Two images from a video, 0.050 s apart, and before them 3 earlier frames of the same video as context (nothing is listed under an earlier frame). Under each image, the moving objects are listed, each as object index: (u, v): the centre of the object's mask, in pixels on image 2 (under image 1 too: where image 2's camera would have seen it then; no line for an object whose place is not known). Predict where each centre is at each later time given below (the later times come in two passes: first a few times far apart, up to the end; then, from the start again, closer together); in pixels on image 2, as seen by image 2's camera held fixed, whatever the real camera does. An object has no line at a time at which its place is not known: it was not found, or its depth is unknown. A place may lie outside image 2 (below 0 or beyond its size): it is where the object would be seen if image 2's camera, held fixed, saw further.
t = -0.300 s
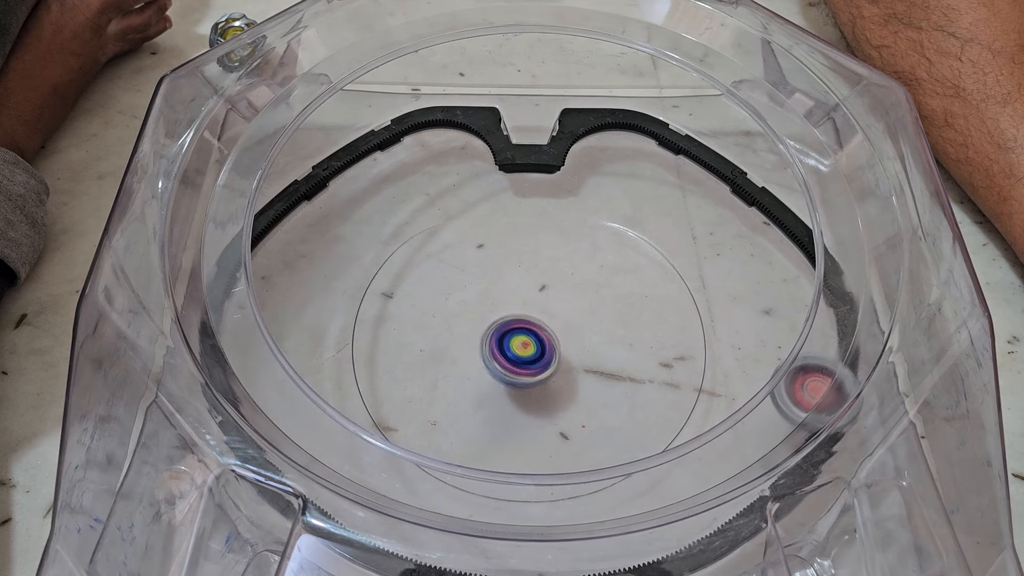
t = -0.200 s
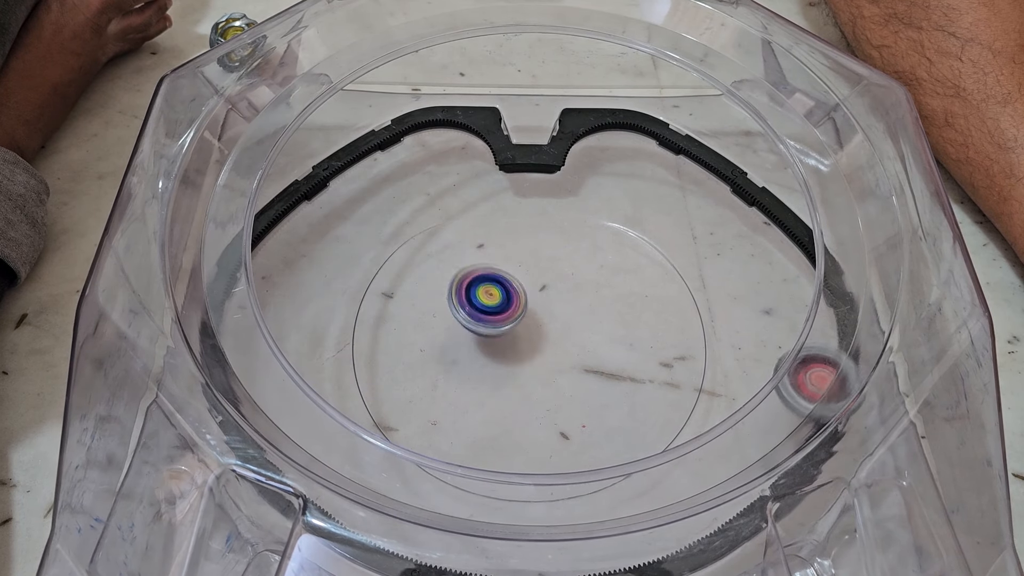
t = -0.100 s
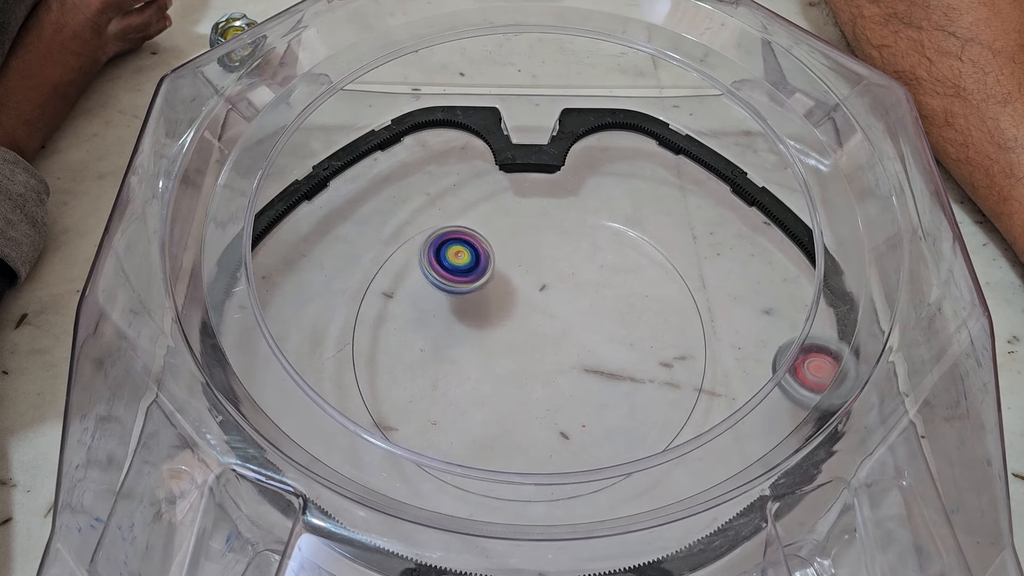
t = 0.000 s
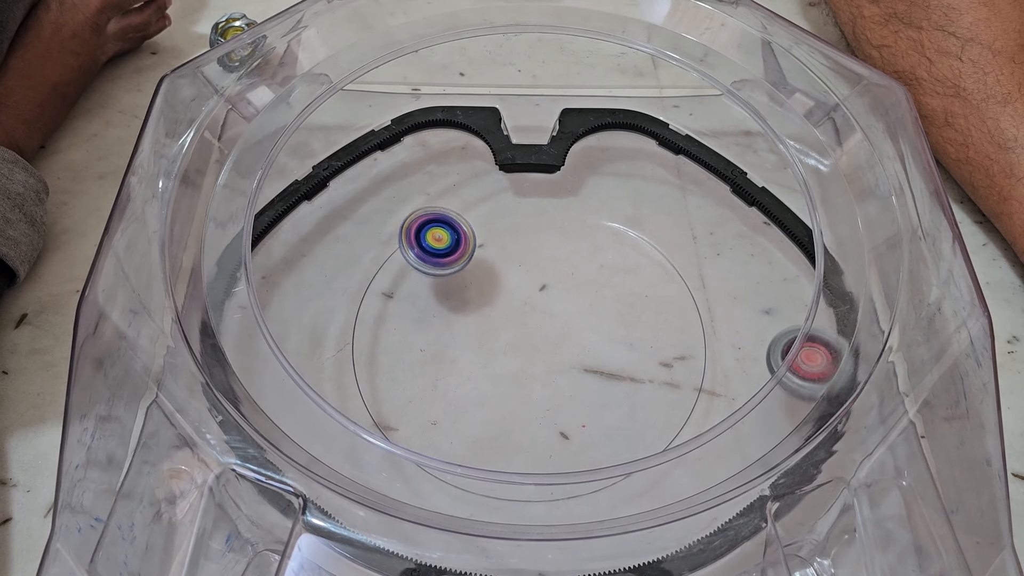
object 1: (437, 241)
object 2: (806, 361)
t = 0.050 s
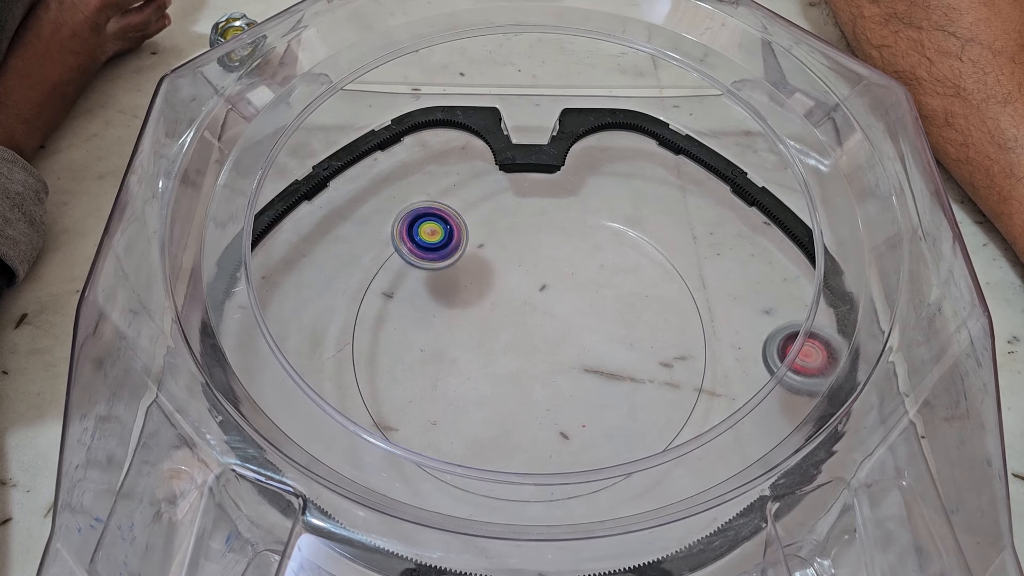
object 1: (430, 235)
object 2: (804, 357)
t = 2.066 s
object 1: (473, 285)
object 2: (483, 377)
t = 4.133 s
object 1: (492, 250)
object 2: (212, 393)
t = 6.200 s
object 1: (323, 321)
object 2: (640, 279)
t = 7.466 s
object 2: (602, 210)
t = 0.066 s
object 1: (427, 234)
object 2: (803, 356)
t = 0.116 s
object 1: (422, 229)
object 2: (798, 352)
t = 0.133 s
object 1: (423, 228)
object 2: (796, 350)
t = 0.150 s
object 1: (422, 228)
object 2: (795, 349)
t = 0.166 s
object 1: (424, 230)
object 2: (792, 348)
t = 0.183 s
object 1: (425, 230)
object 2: (790, 347)
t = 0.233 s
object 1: (432, 238)
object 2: (783, 343)
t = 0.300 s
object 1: (453, 253)
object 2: (774, 337)
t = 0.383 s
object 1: (492, 268)
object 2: (762, 331)
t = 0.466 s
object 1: (536, 276)
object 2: (752, 326)
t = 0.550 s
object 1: (572, 277)
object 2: (738, 318)
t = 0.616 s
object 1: (592, 274)
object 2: (726, 311)
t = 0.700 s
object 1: (610, 270)
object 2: (706, 302)
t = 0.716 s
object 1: (614, 270)
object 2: (698, 297)
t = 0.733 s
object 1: (613, 267)
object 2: (695, 294)
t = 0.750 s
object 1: (597, 258)
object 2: (706, 294)
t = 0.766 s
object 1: (582, 253)
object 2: (708, 292)
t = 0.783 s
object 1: (566, 248)
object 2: (710, 293)
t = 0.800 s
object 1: (554, 242)
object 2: (710, 296)
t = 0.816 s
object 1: (541, 239)
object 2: (708, 297)
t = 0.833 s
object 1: (530, 238)
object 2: (704, 295)
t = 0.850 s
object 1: (517, 238)
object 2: (699, 296)
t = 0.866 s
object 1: (505, 240)
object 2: (694, 296)
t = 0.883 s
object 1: (496, 240)
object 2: (689, 292)
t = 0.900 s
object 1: (486, 243)
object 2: (685, 290)
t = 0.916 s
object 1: (479, 247)
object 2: (680, 287)
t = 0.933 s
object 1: (470, 251)
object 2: (676, 284)
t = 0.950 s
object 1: (462, 257)
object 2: (671, 280)
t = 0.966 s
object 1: (455, 262)
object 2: (667, 277)
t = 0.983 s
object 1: (448, 268)
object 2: (662, 274)
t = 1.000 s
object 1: (443, 273)
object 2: (657, 270)
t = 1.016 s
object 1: (438, 280)
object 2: (653, 267)
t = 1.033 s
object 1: (433, 288)
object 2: (648, 265)
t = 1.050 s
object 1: (428, 295)
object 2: (643, 263)
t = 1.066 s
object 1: (422, 303)
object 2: (638, 261)
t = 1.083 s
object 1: (420, 310)
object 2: (633, 260)
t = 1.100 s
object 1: (417, 318)
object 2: (628, 258)
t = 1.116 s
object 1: (416, 327)
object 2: (623, 257)
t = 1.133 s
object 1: (414, 335)
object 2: (618, 256)
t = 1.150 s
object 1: (416, 344)
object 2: (612, 256)
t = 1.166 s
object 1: (417, 350)
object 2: (606, 255)
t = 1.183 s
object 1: (421, 358)
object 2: (601, 255)
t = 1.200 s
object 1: (427, 365)
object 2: (594, 254)
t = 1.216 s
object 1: (433, 372)
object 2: (588, 254)
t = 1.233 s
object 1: (440, 379)
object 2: (581, 255)
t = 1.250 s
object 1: (447, 383)
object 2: (575, 255)
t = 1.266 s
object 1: (457, 388)
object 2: (568, 256)
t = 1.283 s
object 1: (466, 391)
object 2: (562, 258)
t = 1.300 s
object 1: (477, 394)
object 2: (556, 259)
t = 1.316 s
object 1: (489, 395)
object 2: (549, 261)
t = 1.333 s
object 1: (497, 396)
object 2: (543, 263)
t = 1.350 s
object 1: (509, 396)
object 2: (537, 265)
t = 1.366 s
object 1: (518, 394)
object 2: (531, 268)
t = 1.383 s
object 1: (528, 391)
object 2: (525, 271)
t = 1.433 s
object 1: (556, 379)
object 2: (509, 280)
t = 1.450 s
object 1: (563, 375)
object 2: (505, 283)
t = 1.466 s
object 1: (570, 370)
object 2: (500, 286)
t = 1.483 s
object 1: (575, 364)
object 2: (496, 290)
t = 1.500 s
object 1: (581, 357)
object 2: (492, 294)
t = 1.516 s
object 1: (584, 350)
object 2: (488, 297)
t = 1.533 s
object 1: (589, 343)
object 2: (485, 301)
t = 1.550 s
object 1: (593, 336)
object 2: (482, 304)
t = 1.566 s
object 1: (595, 329)
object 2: (479, 307)
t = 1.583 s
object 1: (598, 322)
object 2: (478, 311)
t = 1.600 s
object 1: (599, 315)
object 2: (476, 314)
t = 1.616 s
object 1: (599, 308)
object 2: (474, 317)
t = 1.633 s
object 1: (598, 301)
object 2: (473, 320)
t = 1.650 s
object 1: (598, 294)
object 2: (471, 324)
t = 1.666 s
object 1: (596, 288)
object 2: (470, 327)
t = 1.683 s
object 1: (594, 281)
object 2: (469, 330)
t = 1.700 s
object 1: (591, 274)
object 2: (468, 333)
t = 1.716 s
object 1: (588, 268)
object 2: (468, 336)
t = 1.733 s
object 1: (585, 263)
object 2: (467, 339)
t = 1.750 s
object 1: (580, 258)
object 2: (467, 342)
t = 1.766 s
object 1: (576, 253)
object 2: (467, 344)
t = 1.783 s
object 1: (570, 249)
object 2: (467, 347)
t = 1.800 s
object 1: (565, 246)
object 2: (467, 349)
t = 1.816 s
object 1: (559, 243)
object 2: (468, 352)
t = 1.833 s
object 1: (553, 241)
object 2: (468, 354)
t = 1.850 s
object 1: (547, 238)
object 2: (468, 357)
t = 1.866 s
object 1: (541, 238)
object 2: (469, 358)
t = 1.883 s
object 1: (533, 237)
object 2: (470, 361)
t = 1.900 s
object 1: (525, 238)
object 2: (470, 363)
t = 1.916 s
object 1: (520, 239)
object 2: (471, 364)
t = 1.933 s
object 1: (511, 241)
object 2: (472, 366)
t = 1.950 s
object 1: (506, 244)
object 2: (473, 368)
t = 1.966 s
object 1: (499, 248)
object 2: (475, 370)
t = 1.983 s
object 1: (493, 252)
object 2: (476, 371)
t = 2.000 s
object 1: (487, 258)
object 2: (477, 373)
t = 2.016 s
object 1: (483, 264)
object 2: (479, 374)
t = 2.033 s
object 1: (478, 270)
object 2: (480, 375)
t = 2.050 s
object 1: (474, 279)
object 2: (482, 376)
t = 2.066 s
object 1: (473, 285)
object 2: (483, 377)
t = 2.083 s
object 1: (471, 293)
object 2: (485, 378)
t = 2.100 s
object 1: (471, 300)
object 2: (486, 378)
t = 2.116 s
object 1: (471, 307)
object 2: (488, 379)
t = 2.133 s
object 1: (475, 295)
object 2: (490, 403)
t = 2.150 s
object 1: (477, 279)
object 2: (492, 425)
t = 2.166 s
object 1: (480, 266)
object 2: (495, 439)
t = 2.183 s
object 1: (480, 253)
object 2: (499, 455)
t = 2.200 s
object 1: (483, 243)
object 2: (503, 471)
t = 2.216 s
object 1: (483, 234)
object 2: (511, 472)
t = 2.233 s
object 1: (485, 226)
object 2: (519, 475)
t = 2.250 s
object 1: (485, 220)
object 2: (528, 485)
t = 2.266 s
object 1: (486, 214)
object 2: (536, 486)
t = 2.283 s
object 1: (486, 210)
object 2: (542, 488)
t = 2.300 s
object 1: (487, 207)
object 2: (546, 489)
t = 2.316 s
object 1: (486, 205)
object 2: (550, 491)
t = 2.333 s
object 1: (486, 203)
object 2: (554, 493)
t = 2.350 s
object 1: (485, 202)
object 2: (556, 493)
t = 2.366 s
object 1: (484, 202)
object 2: (558, 494)
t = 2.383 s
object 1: (483, 201)
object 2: (560, 496)
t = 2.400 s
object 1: (482, 201)
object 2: (564, 497)
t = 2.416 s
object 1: (483, 199)
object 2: (567, 503)
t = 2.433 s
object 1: (483, 199)
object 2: (569, 504)
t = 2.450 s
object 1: (485, 199)
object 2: (572, 504)
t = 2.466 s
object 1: (486, 199)
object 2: (574, 504)
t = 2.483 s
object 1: (490, 199)
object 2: (576, 504)
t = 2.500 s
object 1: (494, 199)
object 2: (578, 504)
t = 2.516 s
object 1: (500, 200)
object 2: (581, 512)
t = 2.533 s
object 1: (504, 201)
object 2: (584, 513)
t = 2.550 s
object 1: (510, 202)
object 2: (585, 514)
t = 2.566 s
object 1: (514, 204)
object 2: (587, 515)
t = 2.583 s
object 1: (521, 205)
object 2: (588, 515)
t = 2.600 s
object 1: (526, 208)
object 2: (590, 517)
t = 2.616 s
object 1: (532, 209)
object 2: (591, 517)
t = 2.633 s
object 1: (537, 213)
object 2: (593, 516)
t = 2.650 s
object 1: (544, 215)
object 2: (595, 516)
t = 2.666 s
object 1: (549, 218)
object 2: (596, 516)
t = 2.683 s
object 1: (555, 221)
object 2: (597, 515)
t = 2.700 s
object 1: (560, 225)
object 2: (598, 514)
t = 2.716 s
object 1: (566, 228)
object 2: (599, 512)
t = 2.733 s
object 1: (572, 232)
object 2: (599, 511)
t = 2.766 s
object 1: (584, 240)
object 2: (600, 500)
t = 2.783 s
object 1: (589, 243)
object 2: (600, 501)
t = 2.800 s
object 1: (596, 247)
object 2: (602, 500)
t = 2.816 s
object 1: (600, 250)
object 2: (602, 500)
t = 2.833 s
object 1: (606, 254)
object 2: (601, 492)
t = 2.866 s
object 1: (616, 261)
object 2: (601, 488)
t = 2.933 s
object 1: (632, 277)
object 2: (601, 480)
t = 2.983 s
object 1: (641, 290)
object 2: (599, 461)
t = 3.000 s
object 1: (643, 294)
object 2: (599, 456)
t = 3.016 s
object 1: (646, 299)
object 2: (597, 445)
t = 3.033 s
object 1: (647, 303)
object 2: (600, 441)
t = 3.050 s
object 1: (650, 308)
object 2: (603, 437)
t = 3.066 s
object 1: (651, 312)
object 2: (605, 433)
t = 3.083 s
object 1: (654, 316)
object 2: (607, 428)
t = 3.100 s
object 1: (655, 320)
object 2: (608, 420)
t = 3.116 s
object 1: (657, 325)
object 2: (609, 412)
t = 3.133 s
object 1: (657, 329)
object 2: (610, 404)
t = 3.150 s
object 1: (659, 333)
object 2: (609, 395)
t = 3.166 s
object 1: (696, 313)
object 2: (577, 404)
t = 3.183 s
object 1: (737, 282)
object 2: (531, 413)
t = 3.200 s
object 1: (774, 260)
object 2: (484, 425)
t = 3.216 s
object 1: (813, 239)
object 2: (447, 431)
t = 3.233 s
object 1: (835, 230)
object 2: (407, 436)
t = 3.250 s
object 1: (849, 210)
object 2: (372, 429)
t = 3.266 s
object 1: (851, 189)
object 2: (339, 422)
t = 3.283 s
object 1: (844, 172)
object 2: (312, 414)
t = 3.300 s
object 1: (836, 157)
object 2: (278, 412)
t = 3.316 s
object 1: (827, 143)
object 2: (244, 416)
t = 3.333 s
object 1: (811, 136)
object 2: (213, 419)
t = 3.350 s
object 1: (798, 132)
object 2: (184, 416)
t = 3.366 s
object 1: (785, 128)
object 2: (169, 408)
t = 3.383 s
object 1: (768, 132)
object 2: (159, 397)
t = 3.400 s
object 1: (755, 134)
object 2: (164, 394)
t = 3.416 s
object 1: (739, 134)
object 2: (172, 393)
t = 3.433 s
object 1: (732, 123)
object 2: (189, 385)
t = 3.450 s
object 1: (723, 116)
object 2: (196, 380)
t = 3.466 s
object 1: (712, 116)
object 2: (205, 377)
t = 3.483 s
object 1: (700, 114)
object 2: (208, 374)
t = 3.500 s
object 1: (692, 114)
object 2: (208, 372)
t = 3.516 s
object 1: (683, 111)
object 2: (207, 372)
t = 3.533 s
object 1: (676, 107)
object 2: (207, 373)
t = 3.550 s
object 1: (668, 108)
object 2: (209, 373)
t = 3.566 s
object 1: (661, 109)
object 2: (209, 373)
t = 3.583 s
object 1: (657, 109)
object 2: (210, 375)
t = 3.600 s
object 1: (651, 112)
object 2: (211, 376)
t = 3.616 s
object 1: (644, 118)
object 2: (211, 378)
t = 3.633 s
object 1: (639, 123)
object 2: (212, 380)
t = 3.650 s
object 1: (632, 126)
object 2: (212, 382)
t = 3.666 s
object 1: (626, 128)
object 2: (214, 384)
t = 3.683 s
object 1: (621, 132)
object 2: (214, 386)
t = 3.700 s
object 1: (614, 138)
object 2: (213, 387)
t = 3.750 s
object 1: (601, 150)
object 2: (212, 387)
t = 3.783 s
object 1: (591, 155)
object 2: (212, 387)
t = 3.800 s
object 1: (586, 158)
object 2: (213, 386)
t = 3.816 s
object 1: (583, 160)
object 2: (213, 386)
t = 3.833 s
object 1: (578, 167)
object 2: (212, 387)
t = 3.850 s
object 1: (573, 174)
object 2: (212, 386)
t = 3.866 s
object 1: (570, 187)
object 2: (212, 387)
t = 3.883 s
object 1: (564, 194)
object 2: (213, 386)
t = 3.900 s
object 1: (560, 197)
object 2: (213, 386)
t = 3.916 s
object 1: (556, 203)
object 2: (215, 389)
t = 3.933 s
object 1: (550, 211)
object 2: (212, 387)
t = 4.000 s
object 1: (533, 225)
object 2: (216, 392)
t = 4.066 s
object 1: (513, 237)
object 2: (214, 393)
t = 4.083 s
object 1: (507, 241)
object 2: (213, 394)
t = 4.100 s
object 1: (502, 243)
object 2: (214, 394)
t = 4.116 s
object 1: (498, 246)
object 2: (212, 394)
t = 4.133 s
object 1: (492, 250)
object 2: (212, 393)
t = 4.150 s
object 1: (488, 252)
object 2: (210, 392)
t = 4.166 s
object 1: (485, 255)
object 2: (209, 391)
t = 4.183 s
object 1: (482, 257)
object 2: (208, 389)
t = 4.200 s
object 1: (479, 258)
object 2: (206, 389)
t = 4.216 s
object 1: (477, 259)
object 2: (206, 386)
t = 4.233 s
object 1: (474, 260)
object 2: (206, 387)
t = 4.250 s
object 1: (471, 260)
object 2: (206, 388)
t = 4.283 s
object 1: (468, 259)
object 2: (207, 391)
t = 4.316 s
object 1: (465, 258)
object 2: (207, 394)
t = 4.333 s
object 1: (463, 259)
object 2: (205, 396)
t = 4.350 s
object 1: (462, 260)
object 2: (205, 397)
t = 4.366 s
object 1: (463, 261)
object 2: (205, 399)
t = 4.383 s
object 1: (462, 264)
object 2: (204, 401)
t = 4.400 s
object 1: (463, 266)
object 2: (205, 401)
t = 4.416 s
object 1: (464, 268)
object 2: (205, 401)
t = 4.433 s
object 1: (465, 272)
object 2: (203, 401)
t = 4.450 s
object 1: (468, 274)
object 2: (201, 401)
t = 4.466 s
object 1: (472, 276)
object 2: (201, 400)
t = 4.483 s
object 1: (474, 281)
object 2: (201, 398)
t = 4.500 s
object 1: (477, 283)
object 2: (203, 395)
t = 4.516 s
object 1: (482, 286)
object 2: (206, 392)
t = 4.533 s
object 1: (487, 291)
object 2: (214, 390)
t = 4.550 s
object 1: (490, 293)
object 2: (222, 388)
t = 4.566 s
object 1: (495, 296)
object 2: (231, 387)
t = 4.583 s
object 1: (502, 301)
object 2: (241, 389)
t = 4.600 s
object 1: (505, 303)
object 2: (250, 393)
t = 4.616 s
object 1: (510, 306)
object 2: (257, 396)
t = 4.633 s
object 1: (517, 309)
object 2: (274, 394)
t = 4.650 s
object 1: (521, 312)
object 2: (282, 398)
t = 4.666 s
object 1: (524, 314)
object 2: (292, 401)
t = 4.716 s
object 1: (538, 322)
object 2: (322, 412)
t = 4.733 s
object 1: (544, 322)
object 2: (331, 416)
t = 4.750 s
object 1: (547, 326)
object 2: (338, 422)
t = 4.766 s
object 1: (551, 328)
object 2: (350, 421)
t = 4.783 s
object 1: (557, 329)
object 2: (362, 425)
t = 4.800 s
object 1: (561, 333)
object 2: (372, 429)
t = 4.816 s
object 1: (564, 335)
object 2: (382, 432)
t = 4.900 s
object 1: (584, 344)
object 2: (447, 454)
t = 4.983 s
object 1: (599, 350)
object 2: (516, 473)
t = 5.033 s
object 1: (606, 352)
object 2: (560, 474)
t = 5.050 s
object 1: (608, 352)
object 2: (574, 473)
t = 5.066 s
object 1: (609, 354)
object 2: (587, 469)
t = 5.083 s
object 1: (609, 353)
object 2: (601, 462)
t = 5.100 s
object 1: (608, 353)
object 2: (613, 457)
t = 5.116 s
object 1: (609, 353)
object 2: (625, 452)
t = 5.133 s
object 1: (606, 353)
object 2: (635, 443)
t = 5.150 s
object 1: (606, 352)
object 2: (642, 429)
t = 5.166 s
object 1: (606, 351)
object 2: (651, 423)
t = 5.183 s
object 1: (602, 351)
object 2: (660, 417)
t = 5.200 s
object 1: (600, 349)
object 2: (668, 412)
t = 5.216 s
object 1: (598, 348)
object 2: (675, 407)
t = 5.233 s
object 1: (594, 347)
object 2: (681, 400)
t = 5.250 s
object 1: (591, 346)
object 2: (684, 393)
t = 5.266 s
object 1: (587, 344)
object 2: (688, 386)
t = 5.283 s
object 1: (584, 343)
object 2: (691, 379)
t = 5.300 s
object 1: (578, 343)
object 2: (694, 373)
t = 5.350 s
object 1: (565, 338)
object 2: (697, 355)
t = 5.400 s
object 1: (550, 334)
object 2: (700, 341)
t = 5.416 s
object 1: (543, 332)
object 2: (700, 338)
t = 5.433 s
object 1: (538, 331)
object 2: (701, 334)
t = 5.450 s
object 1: (535, 330)
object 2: (701, 331)
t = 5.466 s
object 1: (529, 329)
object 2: (701, 328)
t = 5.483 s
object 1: (524, 327)
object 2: (701, 325)
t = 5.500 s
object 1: (521, 325)
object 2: (701, 323)
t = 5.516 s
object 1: (516, 325)
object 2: (699, 320)
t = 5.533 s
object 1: (511, 323)
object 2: (698, 318)
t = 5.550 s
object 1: (506, 322)
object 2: (697, 316)
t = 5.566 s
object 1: (503, 321)
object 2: (695, 313)
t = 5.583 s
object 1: (498, 320)
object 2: (693, 312)
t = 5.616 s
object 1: (492, 316)
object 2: (689, 308)
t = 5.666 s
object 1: (479, 312)
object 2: (680, 303)
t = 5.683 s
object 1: (476, 312)
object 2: (676, 302)
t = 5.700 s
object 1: (472, 310)
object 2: (673, 300)
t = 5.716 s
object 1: (468, 309)
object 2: (669, 299)
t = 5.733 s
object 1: (467, 309)
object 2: (665, 298)
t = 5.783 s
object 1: (461, 306)
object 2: (650, 294)
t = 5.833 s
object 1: (458, 305)
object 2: (634, 292)
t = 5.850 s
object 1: (458, 305)
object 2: (628, 292)
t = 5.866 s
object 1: (456, 305)
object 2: (621, 291)
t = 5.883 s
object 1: (458, 305)
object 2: (615, 291)
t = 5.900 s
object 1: (459, 304)
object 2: (608, 290)
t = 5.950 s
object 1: (462, 306)
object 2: (589, 290)
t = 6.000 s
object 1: (470, 307)
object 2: (570, 292)
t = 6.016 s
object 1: (474, 307)
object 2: (562, 293)
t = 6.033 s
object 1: (477, 309)
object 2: (557, 294)
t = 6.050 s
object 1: (458, 310)
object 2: (568, 292)
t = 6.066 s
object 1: (432, 312)
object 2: (584, 289)
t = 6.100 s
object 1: (390, 316)
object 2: (611, 285)
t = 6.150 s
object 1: (348, 321)
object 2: (635, 281)
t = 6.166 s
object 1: (338, 321)
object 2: (639, 280)
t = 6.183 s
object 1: (329, 321)
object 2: (640, 280)
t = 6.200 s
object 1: (323, 321)
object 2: (640, 279)
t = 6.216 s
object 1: (315, 319)
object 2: (638, 278)
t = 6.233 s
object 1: (310, 318)
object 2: (636, 277)
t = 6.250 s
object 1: (306, 316)
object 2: (634, 276)
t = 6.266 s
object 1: (306, 314)
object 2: (631, 274)
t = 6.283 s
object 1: (304, 312)
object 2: (629, 273)
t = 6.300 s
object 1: (303, 311)
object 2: (626, 271)
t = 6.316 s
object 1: (303, 308)
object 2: (624, 269)
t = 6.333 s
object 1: (303, 307)
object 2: (621, 268)
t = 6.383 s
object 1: (302, 300)
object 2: (614, 265)
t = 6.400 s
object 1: (300, 297)
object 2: (612, 264)
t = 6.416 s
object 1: (300, 293)
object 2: (610, 263)
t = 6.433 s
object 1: (302, 288)
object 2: (607, 264)
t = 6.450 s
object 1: (306, 287)
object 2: (605, 263)
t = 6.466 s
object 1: (308, 284)
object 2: (603, 263)
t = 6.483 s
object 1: (311, 282)
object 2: (600, 263)
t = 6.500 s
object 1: (317, 280)
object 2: (597, 263)
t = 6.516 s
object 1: (320, 281)
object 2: (594, 263)
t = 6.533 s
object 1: (322, 281)
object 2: (591, 263)
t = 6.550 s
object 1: (324, 280)
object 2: (588, 264)
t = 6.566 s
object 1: (329, 281)
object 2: (585, 264)
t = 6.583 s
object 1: (330, 282)
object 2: (582, 265)
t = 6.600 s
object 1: (331, 282)
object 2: (579, 265)
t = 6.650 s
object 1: (341, 285)
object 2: (570, 268)
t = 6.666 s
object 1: (343, 285)
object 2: (566, 269)
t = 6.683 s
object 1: (348, 287)
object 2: (563, 270)
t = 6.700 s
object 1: (351, 292)
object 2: (561, 271)
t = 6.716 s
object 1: (355, 296)
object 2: (557, 273)
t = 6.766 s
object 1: (366, 310)
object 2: (548, 278)
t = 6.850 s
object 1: (385, 333)
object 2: (535, 285)
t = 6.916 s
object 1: (398, 352)
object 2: (525, 293)
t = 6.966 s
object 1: (407, 366)
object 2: (517, 298)
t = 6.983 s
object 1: (410, 365)
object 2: (515, 299)
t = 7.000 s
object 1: (412, 369)
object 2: (513, 301)
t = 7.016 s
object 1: (416, 371)
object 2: (511, 302)
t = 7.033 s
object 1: (418, 372)
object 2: (509, 304)
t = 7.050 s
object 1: (423, 369)
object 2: (507, 305)
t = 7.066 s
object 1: (426, 372)
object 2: (505, 307)
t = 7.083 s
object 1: (430, 374)
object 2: (504, 308)
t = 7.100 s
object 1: (434, 372)
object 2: (502, 309)
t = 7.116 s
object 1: (440, 369)
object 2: (500, 311)
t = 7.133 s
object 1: (444, 370)
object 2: (499, 313)
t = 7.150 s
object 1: (448, 372)
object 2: (497, 314)
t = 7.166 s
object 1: (454, 372)
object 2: (496, 315)
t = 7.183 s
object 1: (459, 373)
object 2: (496, 315)
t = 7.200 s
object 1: (457, 377)
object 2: (498, 313)
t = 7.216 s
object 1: (460, 381)
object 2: (502, 314)
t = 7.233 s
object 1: (464, 379)
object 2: (505, 313)
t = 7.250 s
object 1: (466, 380)
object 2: (507, 313)
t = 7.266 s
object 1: (469, 380)
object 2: (508, 314)
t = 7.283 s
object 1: (471, 383)
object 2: (510, 315)
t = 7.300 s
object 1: (476, 384)
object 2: (511, 315)
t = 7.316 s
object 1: (479, 382)
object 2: (511, 315)
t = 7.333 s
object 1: (463, 393)
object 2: (523, 303)
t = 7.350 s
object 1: (446, 411)
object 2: (539, 286)
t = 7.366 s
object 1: (427, 423)
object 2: (553, 271)
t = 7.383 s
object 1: (410, 445)
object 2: (564, 258)
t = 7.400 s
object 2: (576, 244)
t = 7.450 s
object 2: (598, 217)
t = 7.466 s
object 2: (602, 210)
